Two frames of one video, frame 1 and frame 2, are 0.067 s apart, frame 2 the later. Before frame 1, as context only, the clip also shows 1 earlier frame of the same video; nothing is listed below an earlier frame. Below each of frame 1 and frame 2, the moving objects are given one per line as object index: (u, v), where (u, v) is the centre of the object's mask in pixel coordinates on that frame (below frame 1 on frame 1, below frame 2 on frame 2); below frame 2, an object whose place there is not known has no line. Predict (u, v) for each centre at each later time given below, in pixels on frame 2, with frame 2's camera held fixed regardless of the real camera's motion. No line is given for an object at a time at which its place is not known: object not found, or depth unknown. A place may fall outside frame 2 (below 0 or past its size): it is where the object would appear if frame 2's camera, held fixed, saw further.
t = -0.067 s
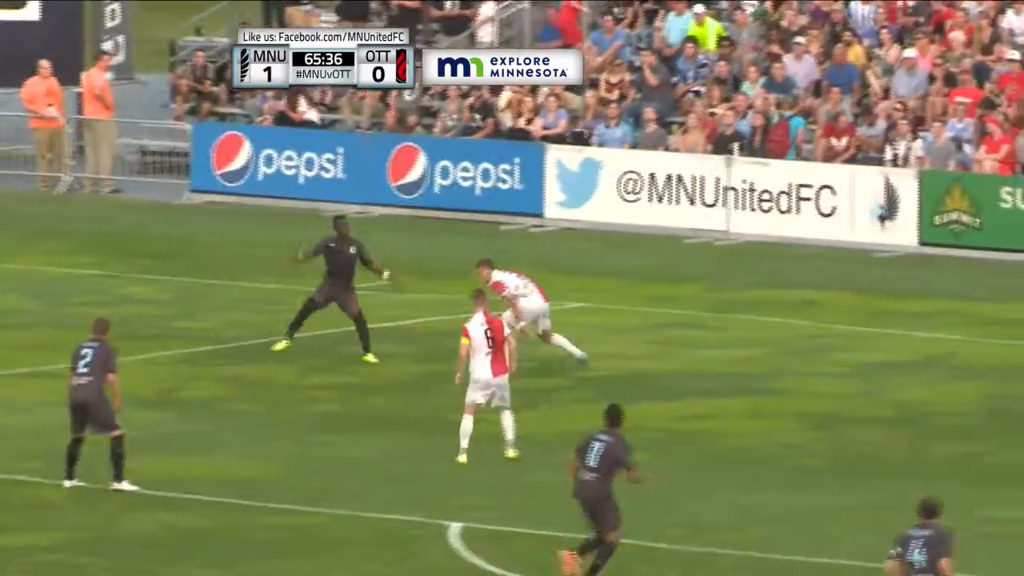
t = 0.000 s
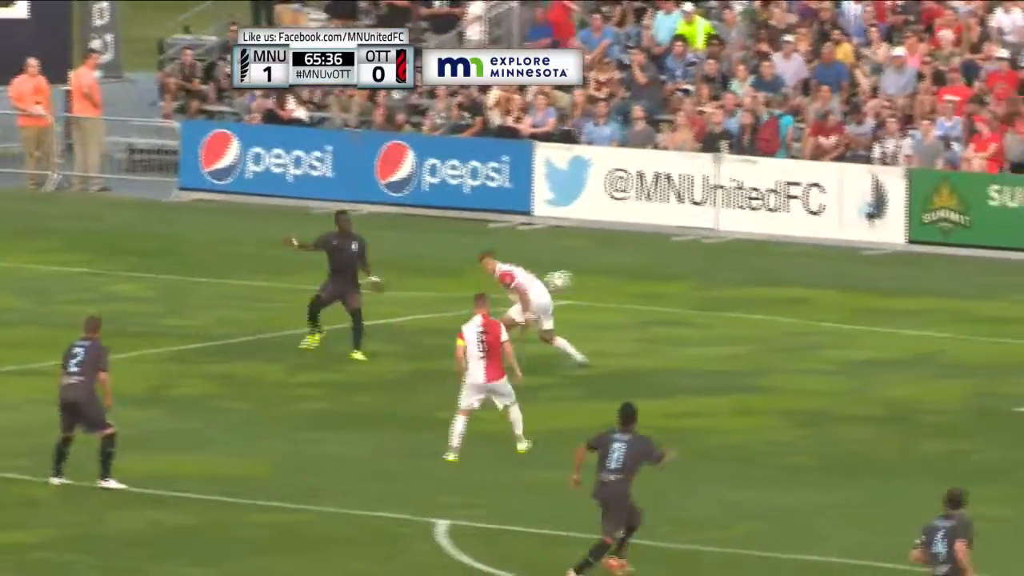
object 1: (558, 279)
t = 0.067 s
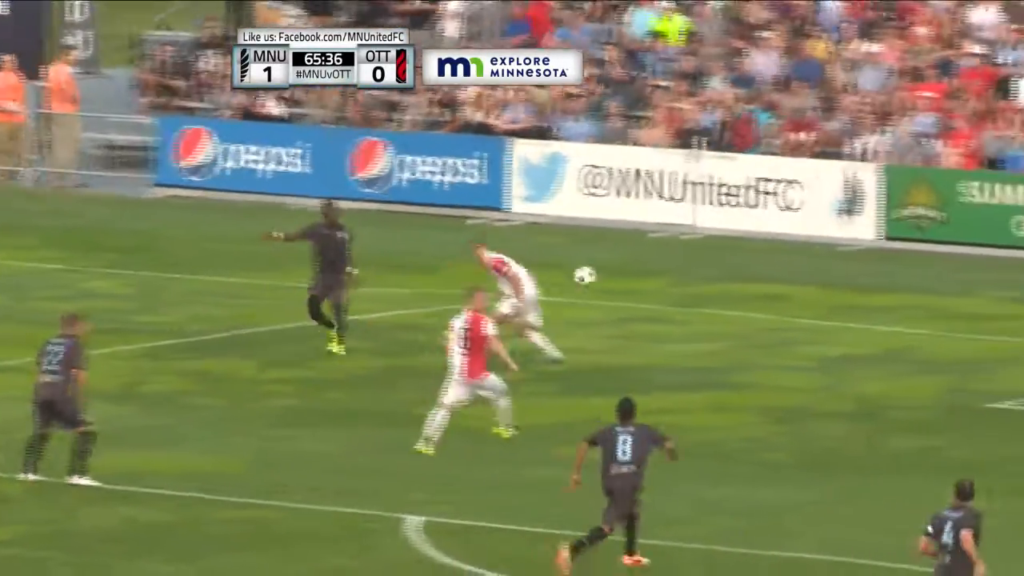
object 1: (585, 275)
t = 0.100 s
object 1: (609, 276)
